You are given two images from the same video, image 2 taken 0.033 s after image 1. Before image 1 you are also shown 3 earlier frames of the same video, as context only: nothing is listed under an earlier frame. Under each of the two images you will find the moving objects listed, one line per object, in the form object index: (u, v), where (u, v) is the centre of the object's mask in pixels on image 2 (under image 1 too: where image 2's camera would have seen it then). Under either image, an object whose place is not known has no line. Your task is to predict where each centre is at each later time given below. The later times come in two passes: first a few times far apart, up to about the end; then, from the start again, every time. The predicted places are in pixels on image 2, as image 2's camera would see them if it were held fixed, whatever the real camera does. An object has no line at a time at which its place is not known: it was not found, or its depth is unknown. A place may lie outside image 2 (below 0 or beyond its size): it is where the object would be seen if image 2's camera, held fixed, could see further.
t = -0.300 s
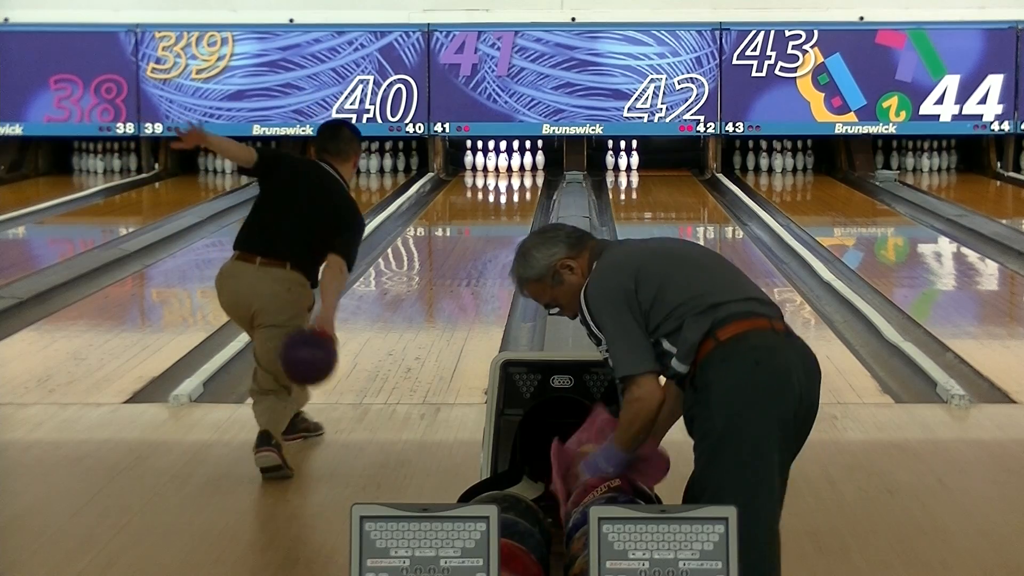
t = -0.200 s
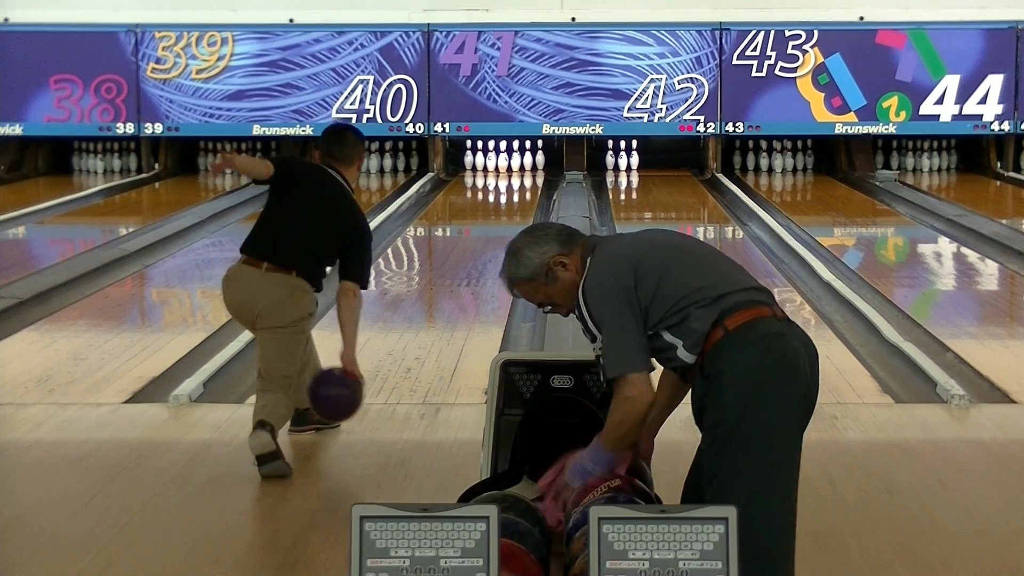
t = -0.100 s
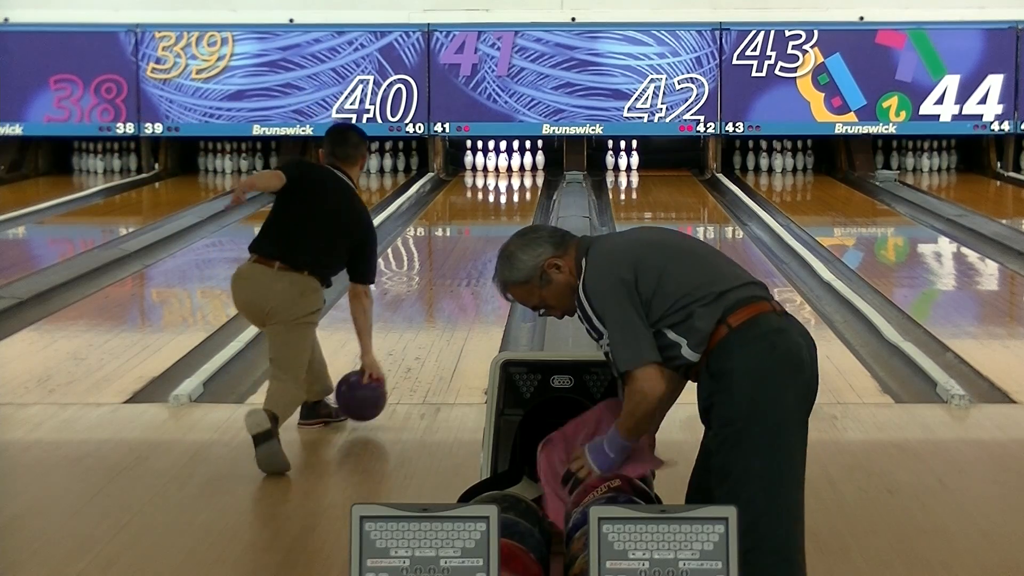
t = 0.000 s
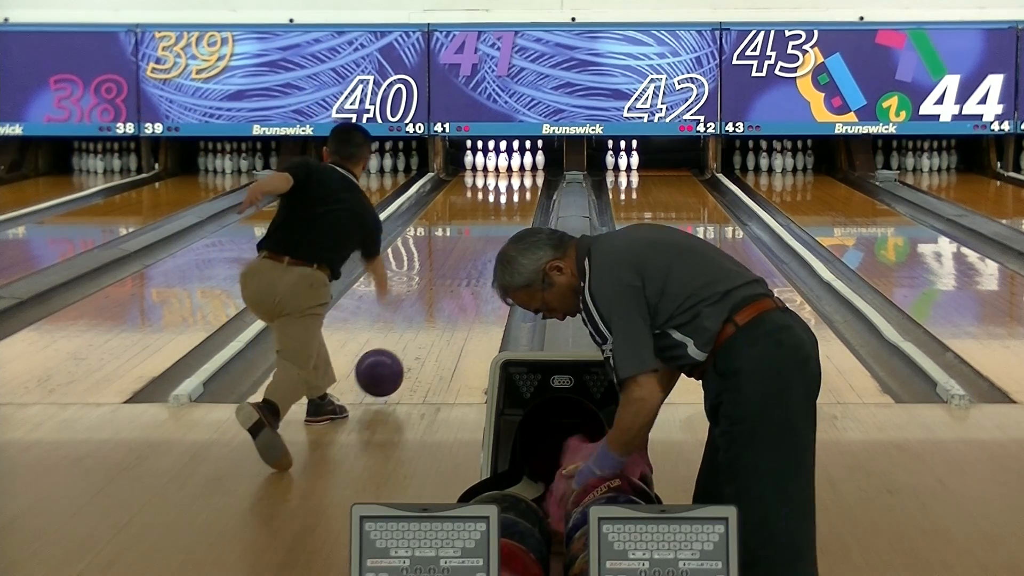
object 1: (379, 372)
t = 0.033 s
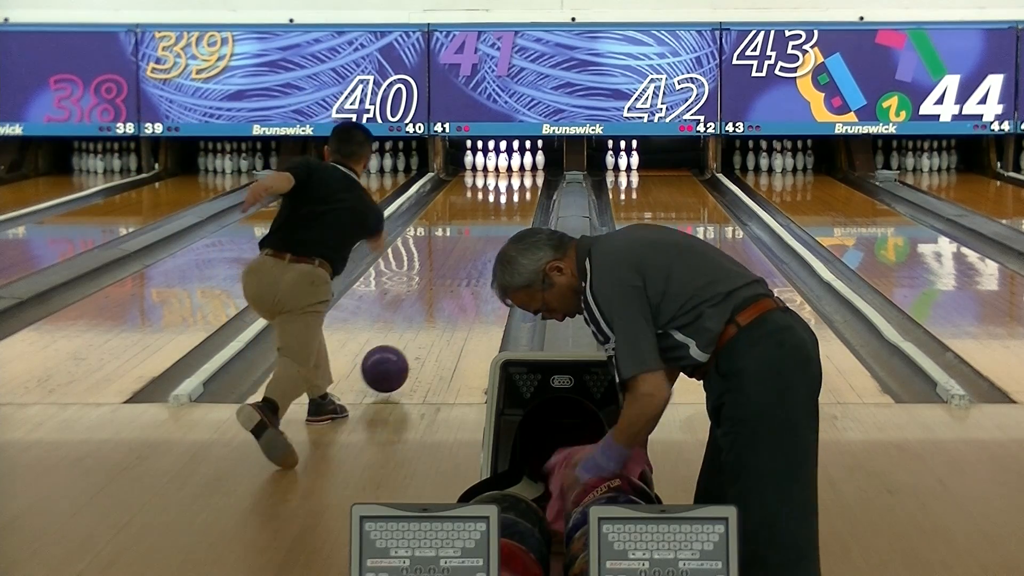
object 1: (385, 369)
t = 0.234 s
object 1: (412, 333)
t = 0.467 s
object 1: (437, 299)
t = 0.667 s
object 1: (453, 277)
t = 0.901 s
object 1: (468, 255)
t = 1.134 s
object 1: (479, 237)
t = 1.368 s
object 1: (488, 222)
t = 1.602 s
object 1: (495, 210)
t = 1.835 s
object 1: (500, 199)
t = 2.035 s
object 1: (504, 191)
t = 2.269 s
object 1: (507, 182)
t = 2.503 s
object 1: (509, 175)
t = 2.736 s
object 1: (508, 169)
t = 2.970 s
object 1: (507, 164)
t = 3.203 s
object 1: (502, 161)
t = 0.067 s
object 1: (390, 364)
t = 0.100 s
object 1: (395, 357)
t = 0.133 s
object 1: (400, 351)
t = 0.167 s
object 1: (404, 345)
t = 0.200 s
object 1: (408, 339)
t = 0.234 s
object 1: (412, 333)
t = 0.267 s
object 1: (416, 328)
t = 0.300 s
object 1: (420, 323)
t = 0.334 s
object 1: (424, 318)
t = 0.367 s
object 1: (427, 313)
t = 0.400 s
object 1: (431, 308)
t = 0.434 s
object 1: (434, 304)
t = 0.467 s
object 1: (437, 299)
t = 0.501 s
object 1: (440, 295)
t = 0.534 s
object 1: (443, 291)
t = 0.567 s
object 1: (446, 287)
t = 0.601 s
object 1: (448, 283)
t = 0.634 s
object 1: (451, 280)
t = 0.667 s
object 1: (453, 277)
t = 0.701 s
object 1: (456, 273)
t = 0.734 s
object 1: (458, 270)
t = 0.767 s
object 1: (460, 267)
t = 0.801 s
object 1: (462, 264)
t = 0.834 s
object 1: (464, 262)
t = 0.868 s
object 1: (466, 258)
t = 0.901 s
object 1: (468, 255)
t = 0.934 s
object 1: (470, 252)
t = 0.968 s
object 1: (472, 250)
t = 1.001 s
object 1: (473, 247)
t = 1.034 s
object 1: (475, 245)
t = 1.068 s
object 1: (476, 242)
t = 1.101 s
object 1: (478, 240)
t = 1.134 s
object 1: (479, 237)
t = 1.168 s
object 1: (480, 235)
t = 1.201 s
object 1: (482, 233)
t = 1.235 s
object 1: (483, 231)
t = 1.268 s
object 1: (485, 228)
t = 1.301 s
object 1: (486, 227)
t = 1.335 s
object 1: (487, 225)
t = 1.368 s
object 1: (488, 222)
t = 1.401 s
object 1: (489, 220)
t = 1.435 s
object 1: (490, 219)
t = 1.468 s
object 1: (491, 217)
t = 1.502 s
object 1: (492, 215)
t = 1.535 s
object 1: (493, 213)
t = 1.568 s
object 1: (494, 211)
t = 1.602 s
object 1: (495, 210)
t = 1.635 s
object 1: (495, 208)
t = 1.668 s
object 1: (497, 207)
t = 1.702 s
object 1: (498, 205)
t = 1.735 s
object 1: (498, 203)
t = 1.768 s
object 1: (499, 202)
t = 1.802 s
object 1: (500, 201)
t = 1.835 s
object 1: (500, 199)
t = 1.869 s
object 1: (501, 198)
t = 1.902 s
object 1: (502, 196)
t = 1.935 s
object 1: (502, 195)
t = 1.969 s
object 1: (503, 193)
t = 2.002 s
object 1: (504, 192)
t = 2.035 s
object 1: (504, 191)
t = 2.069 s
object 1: (504, 189)
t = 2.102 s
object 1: (505, 188)
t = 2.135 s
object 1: (506, 187)
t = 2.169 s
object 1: (505, 186)
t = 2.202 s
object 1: (506, 185)
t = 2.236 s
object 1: (507, 184)
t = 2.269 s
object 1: (507, 182)
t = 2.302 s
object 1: (507, 181)
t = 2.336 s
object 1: (508, 180)
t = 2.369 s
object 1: (508, 178)
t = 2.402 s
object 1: (508, 177)
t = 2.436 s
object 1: (508, 177)
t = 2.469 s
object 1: (509, 176)
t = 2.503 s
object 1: (509, 175)
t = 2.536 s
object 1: (509, 174)
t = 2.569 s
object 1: (509, 173)
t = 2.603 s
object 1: (509, 172)
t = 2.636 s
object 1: (509, 171)
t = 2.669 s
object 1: (509, 170)
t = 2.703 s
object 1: (509, 170)
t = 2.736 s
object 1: (508, 169)
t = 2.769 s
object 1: (508, 168)
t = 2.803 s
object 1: (507, 167)
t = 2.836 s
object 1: (507, 167)
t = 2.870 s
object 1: (507, 166)
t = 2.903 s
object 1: (506, 165)
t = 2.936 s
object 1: (506, 165)
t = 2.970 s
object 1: (507, 164)
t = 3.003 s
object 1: (507, 164)
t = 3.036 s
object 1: (506, 163)
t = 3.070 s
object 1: (506, 163)
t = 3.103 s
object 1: (504, 163)
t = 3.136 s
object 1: (503, 163)
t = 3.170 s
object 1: (503, 162)
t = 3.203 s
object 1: (502, 161)
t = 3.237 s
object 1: (503, 161)
